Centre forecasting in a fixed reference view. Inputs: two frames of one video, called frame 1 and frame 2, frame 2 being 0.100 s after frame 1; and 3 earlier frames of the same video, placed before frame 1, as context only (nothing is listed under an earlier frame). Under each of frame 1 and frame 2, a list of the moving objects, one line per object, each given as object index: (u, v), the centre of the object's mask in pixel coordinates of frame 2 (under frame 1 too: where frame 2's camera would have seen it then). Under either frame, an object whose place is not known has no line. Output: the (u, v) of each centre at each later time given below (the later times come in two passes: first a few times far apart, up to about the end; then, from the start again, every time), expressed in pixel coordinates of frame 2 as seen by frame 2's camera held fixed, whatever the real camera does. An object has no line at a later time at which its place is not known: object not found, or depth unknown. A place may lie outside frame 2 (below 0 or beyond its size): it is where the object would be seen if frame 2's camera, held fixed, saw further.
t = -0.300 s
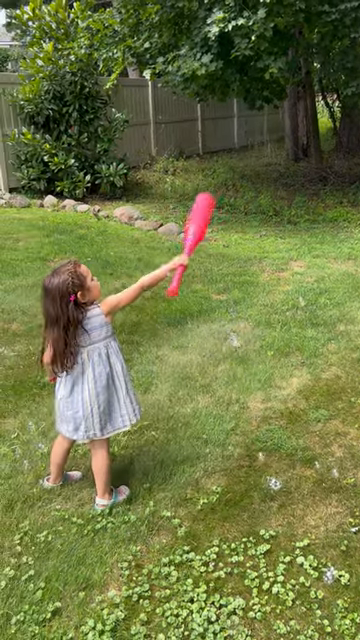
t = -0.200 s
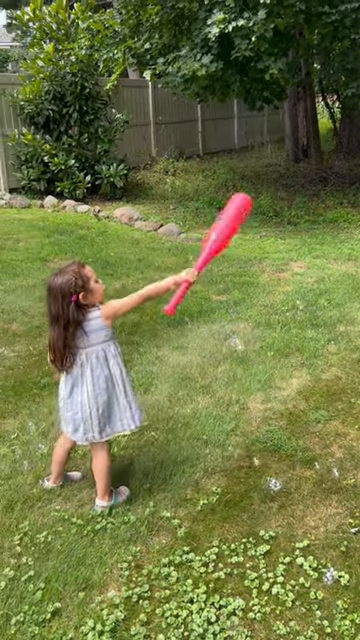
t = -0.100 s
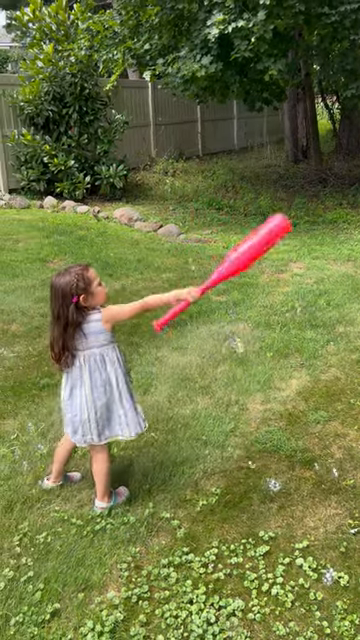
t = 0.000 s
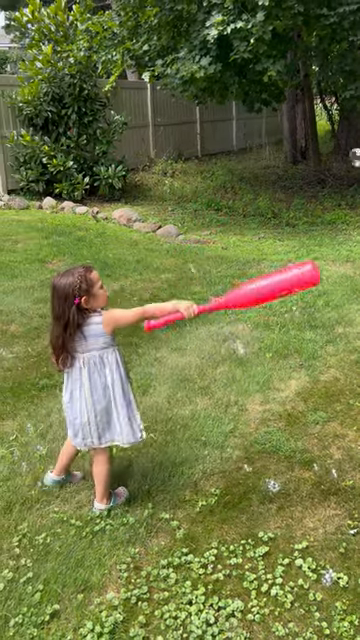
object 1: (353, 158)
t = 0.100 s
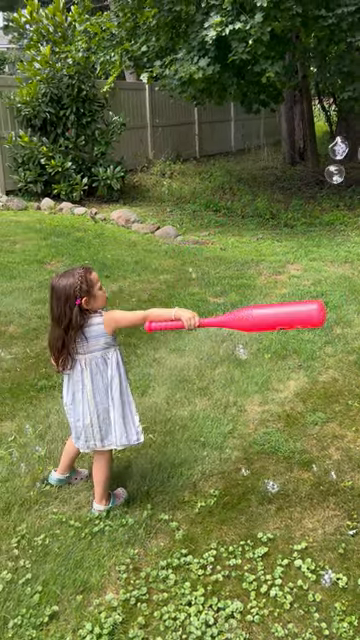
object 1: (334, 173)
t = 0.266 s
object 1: (323, 187)
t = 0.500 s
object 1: (321, 197)
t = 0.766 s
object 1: (319, 207)
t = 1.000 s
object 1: (306, 228)
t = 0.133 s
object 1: (331, 177)
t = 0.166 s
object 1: (328, 180)
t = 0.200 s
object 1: (326, 183)
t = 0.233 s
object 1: (325, 185)
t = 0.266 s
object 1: (323, 187)
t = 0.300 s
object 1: (323, 189)
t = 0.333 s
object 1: (322, 191)
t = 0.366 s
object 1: (322, 193)
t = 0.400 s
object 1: (321, 194)
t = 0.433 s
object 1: (321, 195)
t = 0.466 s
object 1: (321, 196)
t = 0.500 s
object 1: (321, 197)
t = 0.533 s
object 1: (321, 199)
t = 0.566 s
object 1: (321, 199)
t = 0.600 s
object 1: (320, 200)
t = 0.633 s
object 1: (321, 202)
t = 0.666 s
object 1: (320, 203)
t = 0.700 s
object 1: (320, 204)
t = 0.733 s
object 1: (319, 205)
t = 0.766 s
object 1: (319, 207)
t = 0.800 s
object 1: (318, 209)
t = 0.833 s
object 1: (314, 213)
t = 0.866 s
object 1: (314, 216)
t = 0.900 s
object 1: (313, 219)
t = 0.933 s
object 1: (311, 222)
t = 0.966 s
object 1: (308, 225)
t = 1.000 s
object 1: (306, 228)
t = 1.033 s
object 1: (305, 232)
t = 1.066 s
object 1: (303, 235)
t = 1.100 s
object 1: (302, 237)
